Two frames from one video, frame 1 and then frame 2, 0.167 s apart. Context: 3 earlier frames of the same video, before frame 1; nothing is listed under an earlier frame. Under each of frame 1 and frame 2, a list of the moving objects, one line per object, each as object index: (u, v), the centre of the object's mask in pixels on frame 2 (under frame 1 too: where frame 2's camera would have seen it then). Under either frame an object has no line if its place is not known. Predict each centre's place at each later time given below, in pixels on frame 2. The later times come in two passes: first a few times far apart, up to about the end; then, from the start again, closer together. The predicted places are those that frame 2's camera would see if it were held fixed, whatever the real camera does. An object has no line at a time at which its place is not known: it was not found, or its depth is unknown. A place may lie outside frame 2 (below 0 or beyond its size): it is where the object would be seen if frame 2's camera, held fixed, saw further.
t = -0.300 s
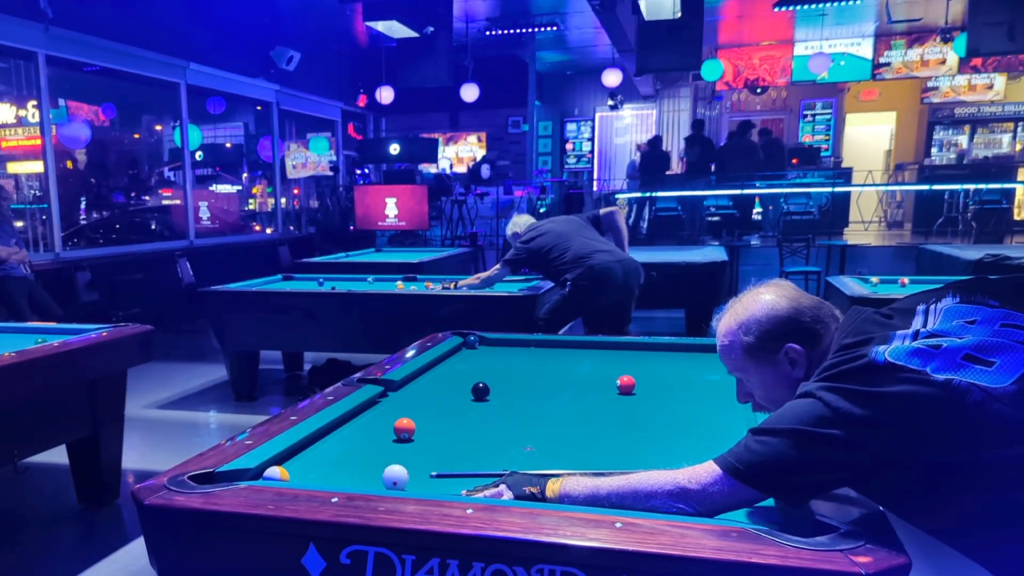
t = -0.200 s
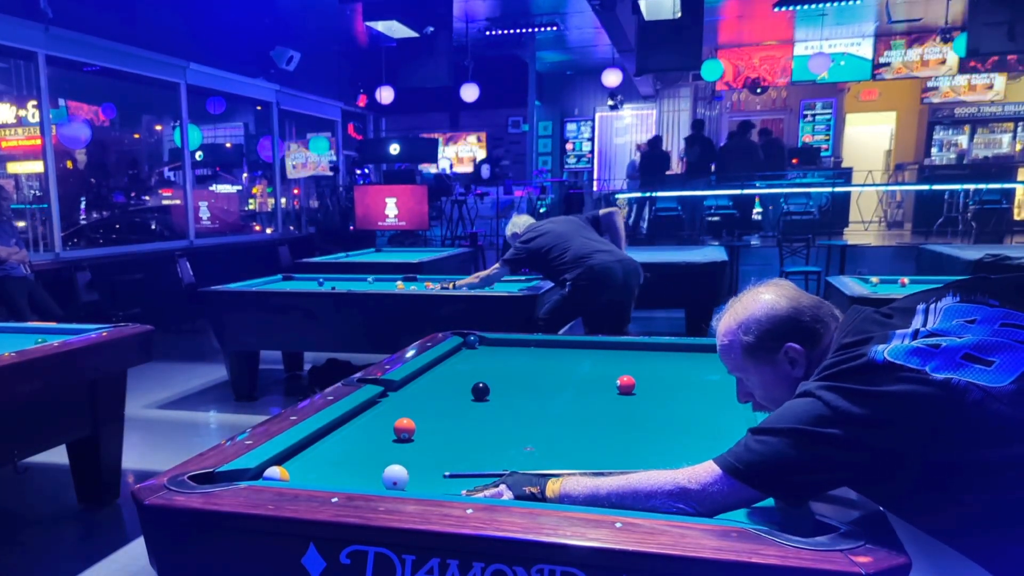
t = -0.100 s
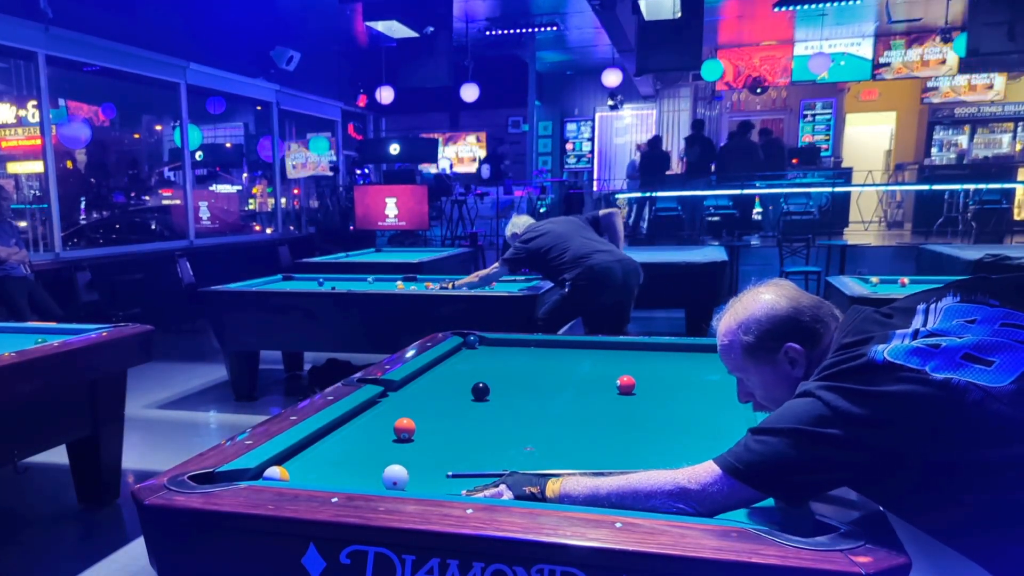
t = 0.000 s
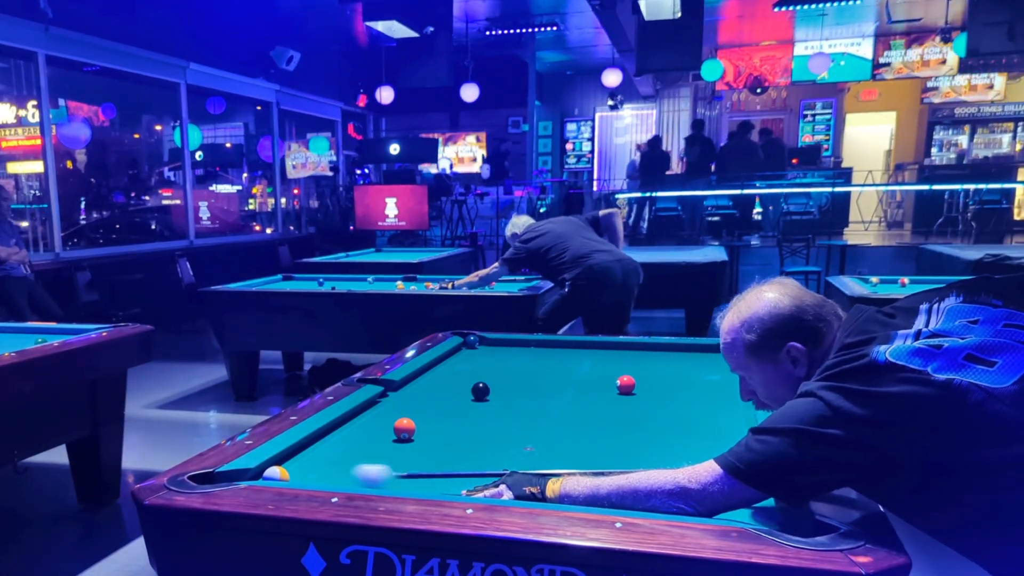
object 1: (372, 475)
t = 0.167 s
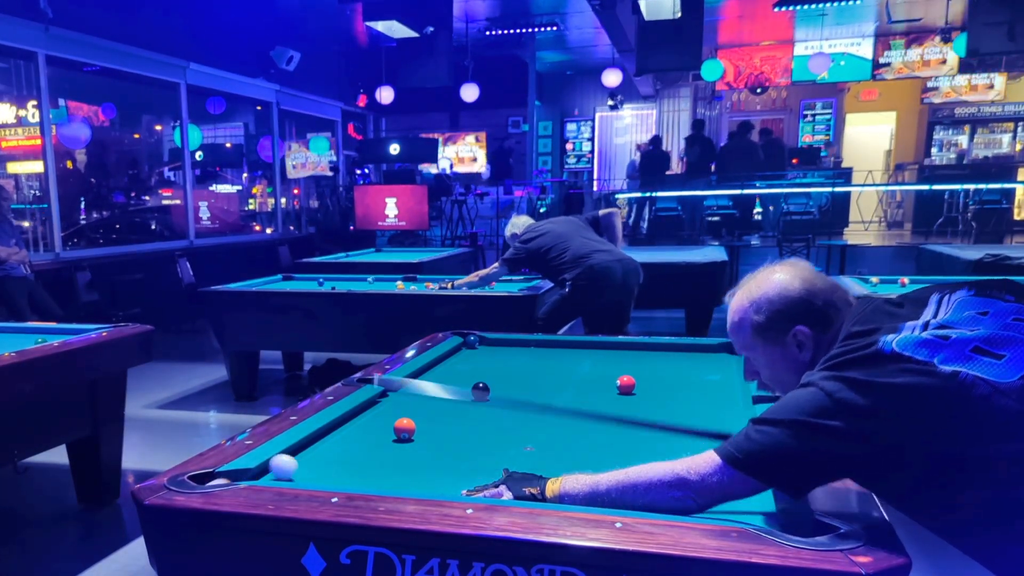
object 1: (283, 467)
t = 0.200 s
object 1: (277, 465)
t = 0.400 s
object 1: (327, 459)
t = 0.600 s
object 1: (374, 454)
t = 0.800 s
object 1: (417, 448)
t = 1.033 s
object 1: (464, 443)
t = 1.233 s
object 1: (502, 439)
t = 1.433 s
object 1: (538, 435)
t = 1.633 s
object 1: (571, 431)
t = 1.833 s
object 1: (602, 428)
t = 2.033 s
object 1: (631, 425)
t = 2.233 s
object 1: (659, 422)
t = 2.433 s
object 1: (684, 419)
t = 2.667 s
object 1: (712, 416)
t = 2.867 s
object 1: (734, 413)
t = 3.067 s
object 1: (736, 411)
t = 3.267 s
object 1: (725, 408)
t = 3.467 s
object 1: (715, 407)
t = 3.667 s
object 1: (707, 405)
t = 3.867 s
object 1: (699, 403)
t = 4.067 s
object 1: (693, 402)
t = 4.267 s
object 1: (689, 401)
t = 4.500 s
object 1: (685, 400)
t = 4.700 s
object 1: (683, 399)
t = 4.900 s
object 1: (682, 399)
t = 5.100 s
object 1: (681, 399)
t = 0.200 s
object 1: (277, 465)
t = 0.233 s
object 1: (284, 464)
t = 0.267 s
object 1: (293, 463)
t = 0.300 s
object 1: (302, 461)
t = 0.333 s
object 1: (310, 461)
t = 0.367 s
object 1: (319, 460)
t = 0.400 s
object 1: (327, 459)
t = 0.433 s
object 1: (335, 458)
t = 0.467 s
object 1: (343, 458)
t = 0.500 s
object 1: (350, 457)
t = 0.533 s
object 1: (358, 456)
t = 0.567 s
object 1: (366, 455)
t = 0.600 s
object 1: (374, 454)
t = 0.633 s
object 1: (381, 453)
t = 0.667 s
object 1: (388, 452)
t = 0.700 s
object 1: (396, 451)
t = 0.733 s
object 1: (403, 450)
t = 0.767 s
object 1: (410, 449)
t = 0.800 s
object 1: (417, 448)
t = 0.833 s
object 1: (424, 448)
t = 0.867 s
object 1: (431, 447)
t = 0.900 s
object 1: (438, 446)
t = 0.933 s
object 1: (445, 445)
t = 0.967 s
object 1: (451, 444)
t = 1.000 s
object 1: (458, 444)
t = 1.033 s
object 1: (464, 443)
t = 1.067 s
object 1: (471, 442)
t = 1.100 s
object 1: (478, 442)
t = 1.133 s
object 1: (484, 441)
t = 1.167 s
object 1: (490, 440)
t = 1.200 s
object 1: (496, 439)
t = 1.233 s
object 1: (502, 439)
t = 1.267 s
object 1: (509, 438)
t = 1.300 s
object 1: (515, 437)
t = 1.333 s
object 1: (520, 437)
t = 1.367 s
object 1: (526, 436)
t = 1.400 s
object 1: (532, 436)
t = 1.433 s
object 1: (538, 435)
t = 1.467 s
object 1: (543, 434)
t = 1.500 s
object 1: (549, 434)
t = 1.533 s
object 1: (554, 433)
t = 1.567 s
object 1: (560, 432)
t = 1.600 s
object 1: (565, 432)
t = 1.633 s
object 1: (571, 431)
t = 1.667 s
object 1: (576, 431)
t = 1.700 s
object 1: (581, 430)
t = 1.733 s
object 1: (587, 430)
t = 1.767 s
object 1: (592, 429)
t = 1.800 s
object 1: (597, 429)
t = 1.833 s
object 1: (602, 428)
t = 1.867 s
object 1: (607, 427)
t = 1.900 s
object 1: (612, 427)
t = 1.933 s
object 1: (617, 426)
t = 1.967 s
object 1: (622, 426)
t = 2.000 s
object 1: (627, 425)
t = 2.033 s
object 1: (631, 425)
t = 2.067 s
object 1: (636, 424)
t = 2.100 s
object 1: (641, 424)
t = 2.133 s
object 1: (645, 423)
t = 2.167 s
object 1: (650, 423)
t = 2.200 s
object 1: (654, 422)
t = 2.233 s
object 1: (659, 422)
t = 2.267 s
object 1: (663, 421)
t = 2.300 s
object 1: (667, 421)
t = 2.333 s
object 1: (672, 420)
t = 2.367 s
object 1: (676, 420)
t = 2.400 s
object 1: (680, 419)
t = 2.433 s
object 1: (684, 419)
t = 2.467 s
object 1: (688, 418)
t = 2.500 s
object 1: (692, 418)
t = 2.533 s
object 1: (696, 417)
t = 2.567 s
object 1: (700, 417)
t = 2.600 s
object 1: (704, 416)
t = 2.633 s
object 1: (708, 416)
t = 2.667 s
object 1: (712, 416)
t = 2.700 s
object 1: (716, 415)
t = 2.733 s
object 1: (720, 415)
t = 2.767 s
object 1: (723, 415)
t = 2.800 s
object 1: (727, 414)
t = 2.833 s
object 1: (730, 414)
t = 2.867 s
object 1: (734, 413)
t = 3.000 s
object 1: (740, 411)
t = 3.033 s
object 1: (738, 411)
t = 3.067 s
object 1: (736, 411)
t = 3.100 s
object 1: (734, 410)
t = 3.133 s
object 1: (732, 410)
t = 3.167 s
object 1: (730, 410)
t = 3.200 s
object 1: (728, 409)
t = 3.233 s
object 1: (726, 409)
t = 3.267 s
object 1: (725, 408)
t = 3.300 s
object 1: (723, 408)
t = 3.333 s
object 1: (722, 408)
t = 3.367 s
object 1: (720, 407)
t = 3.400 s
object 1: (718, 407)
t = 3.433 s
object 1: (717, 407)
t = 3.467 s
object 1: (715, 407)
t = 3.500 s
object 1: (714, 406)
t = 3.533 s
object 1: (712, 406)
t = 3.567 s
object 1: (710, 406)
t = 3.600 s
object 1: (709, 405)
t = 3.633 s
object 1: (708, 405)
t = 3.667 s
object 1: (707, 405)
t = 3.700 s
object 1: (705, 405)
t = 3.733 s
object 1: (704, 404)
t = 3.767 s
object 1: (703, 404)
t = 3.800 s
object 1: (701, 404)
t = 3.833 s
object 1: (700, 403)
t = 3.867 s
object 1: (699, 403)
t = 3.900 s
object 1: (698, 403)
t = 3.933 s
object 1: (697, 403)
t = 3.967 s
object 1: (696, 403)
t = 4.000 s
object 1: (695, 402)
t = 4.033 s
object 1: (694, 402)
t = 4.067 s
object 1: (693, 402)
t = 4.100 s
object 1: (693, 402)
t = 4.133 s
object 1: (692, 402)
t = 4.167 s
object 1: (691, 401)
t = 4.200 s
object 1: (690, 401)
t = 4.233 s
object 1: (689, 401)
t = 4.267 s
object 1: (689, 401)
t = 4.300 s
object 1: (688, 401)
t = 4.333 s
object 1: (688, 401)
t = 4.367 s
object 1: (687, 400)
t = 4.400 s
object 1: (687, 400)
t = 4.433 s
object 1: (686, 400)
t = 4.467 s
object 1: (686, 400)
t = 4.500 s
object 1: (685, 400)
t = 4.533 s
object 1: (684, 400)
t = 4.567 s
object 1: (684, 400)
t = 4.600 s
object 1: (684, 400)
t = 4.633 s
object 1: (683, 400)
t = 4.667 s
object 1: (683, 400)
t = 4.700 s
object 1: (683, 399)
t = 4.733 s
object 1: (683, 400)
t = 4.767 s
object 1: (683, 399)
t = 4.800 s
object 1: (683, 399)
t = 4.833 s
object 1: (682, 399)
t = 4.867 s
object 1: (682, 399)
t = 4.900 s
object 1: (682, 399)
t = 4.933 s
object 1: (682, 399)
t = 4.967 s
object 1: (682, 399)
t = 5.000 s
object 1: (682, 399)
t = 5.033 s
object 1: (681, 399)
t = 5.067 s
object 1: (681, 399)
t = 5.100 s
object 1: (681, 399)
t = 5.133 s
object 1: (681, 399)
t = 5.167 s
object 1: (681, 399)
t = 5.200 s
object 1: (681, 399)
